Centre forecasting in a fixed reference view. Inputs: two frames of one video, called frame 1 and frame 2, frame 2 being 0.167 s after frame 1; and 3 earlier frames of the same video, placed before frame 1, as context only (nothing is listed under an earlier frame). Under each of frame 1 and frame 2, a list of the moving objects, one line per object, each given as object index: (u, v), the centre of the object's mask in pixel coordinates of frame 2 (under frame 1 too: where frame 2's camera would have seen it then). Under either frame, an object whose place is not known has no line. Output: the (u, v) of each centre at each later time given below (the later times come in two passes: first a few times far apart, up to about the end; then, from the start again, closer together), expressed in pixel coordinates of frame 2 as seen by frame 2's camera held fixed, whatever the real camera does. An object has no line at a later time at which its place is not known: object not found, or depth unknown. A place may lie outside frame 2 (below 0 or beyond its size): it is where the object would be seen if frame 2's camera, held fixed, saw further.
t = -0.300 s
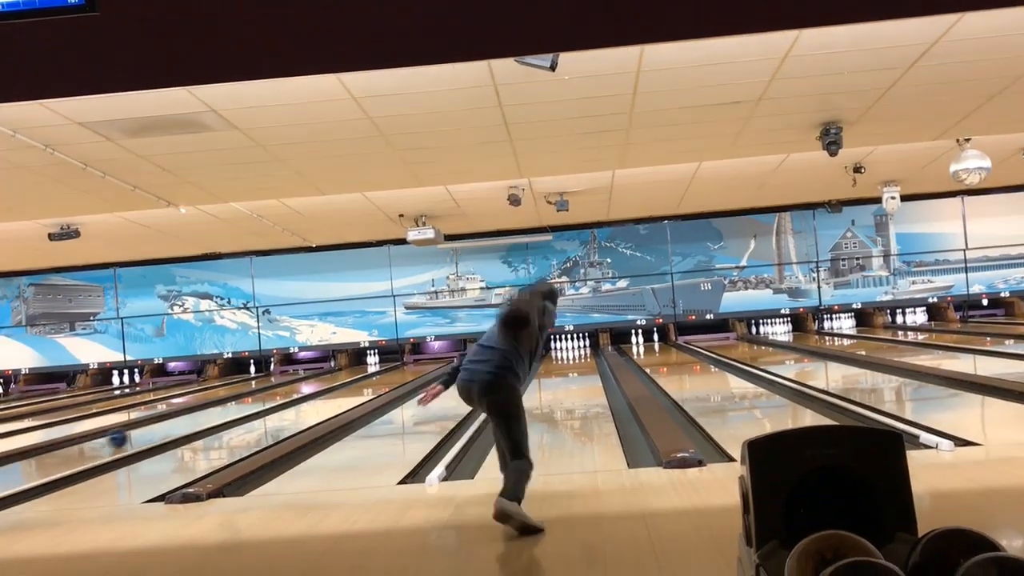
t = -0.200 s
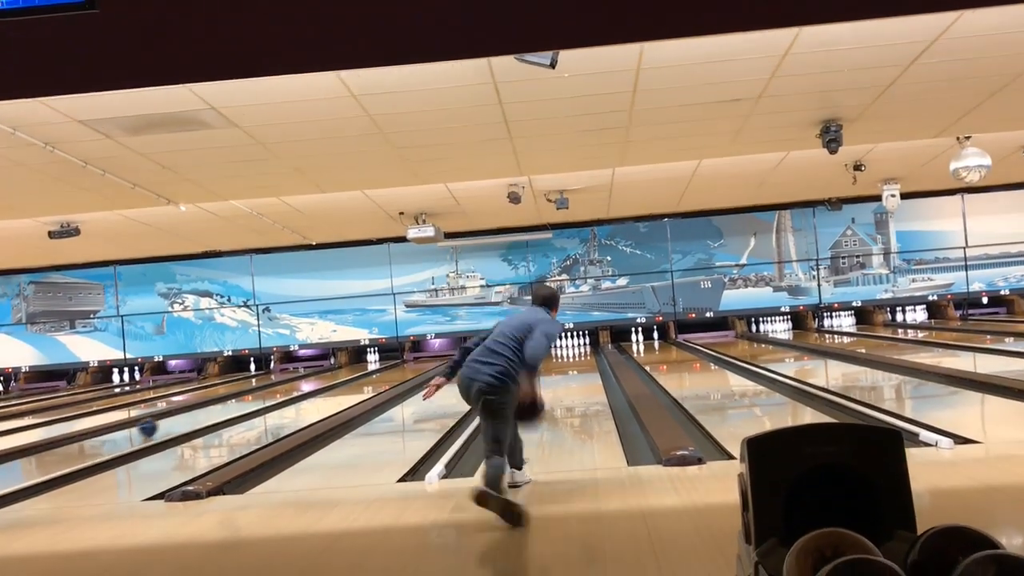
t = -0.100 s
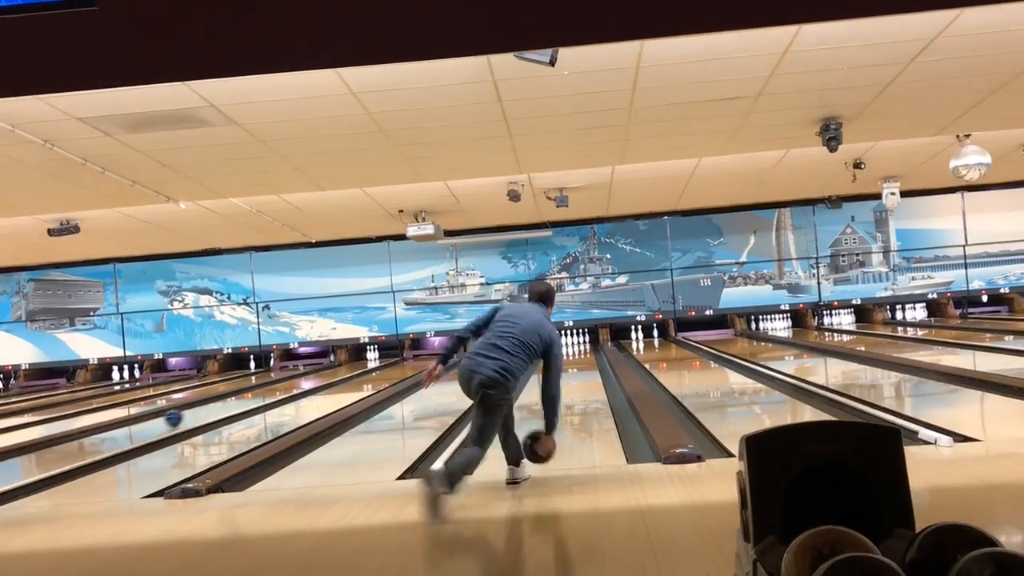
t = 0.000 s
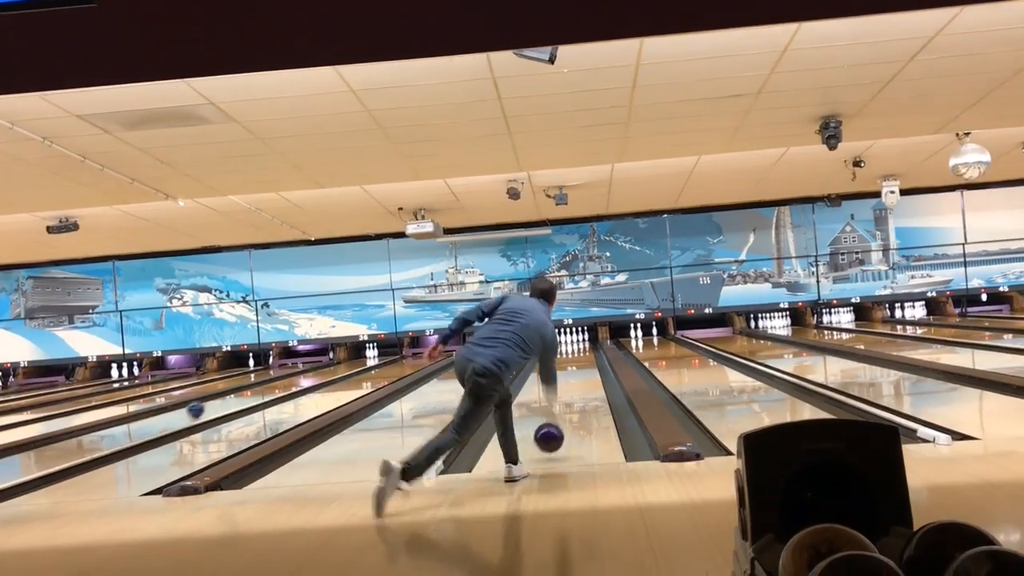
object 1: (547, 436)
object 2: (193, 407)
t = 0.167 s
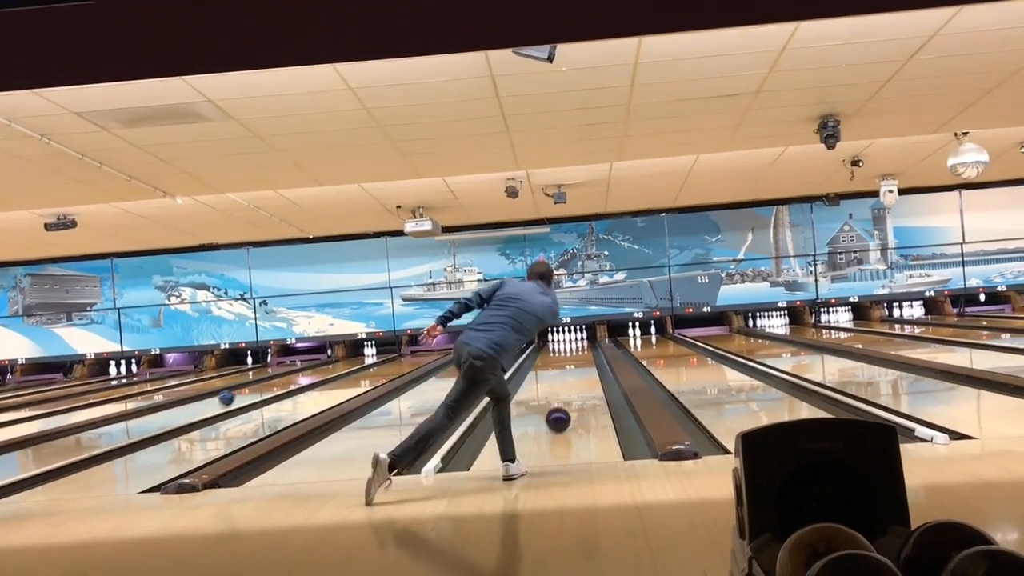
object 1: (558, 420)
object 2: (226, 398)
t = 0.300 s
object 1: (564, 405)
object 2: (248, 392)
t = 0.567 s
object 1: (572, 385)
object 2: (285, 381)
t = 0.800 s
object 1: (576, 372)
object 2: (309, 374)
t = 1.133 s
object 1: (581, 359)
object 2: (336, 366)
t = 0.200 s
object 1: (560, 416)
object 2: (232, 396)
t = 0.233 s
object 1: (561, 412)
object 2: (238, 395)
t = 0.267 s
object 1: (562, 408)
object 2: (243, 393)
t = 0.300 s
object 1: (564, 405)
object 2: (248, 392)
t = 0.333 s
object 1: (565, 402)
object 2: (253, 391)
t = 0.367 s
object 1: (566, 399)
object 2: (258, 390)
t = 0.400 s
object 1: (567, 396)
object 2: (263, 388)
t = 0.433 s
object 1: (568, 393)
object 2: (267, 386)
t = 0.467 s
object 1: (569, 391)
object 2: (272, 385)
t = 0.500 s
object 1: (570, 389)
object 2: (276, 384)
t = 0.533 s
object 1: (571, 387)
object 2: (281, 383)
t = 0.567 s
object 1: (572, 385)
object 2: (285, 381)
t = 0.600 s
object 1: (573, 382)
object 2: (288, 380)
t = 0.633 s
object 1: (574, 380)
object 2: (292, 379)
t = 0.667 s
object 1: (574, 379)
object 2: (295, 378)
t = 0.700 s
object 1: (575, 377)
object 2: (299, 377)
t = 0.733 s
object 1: (575, 375)
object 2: (302, 376)
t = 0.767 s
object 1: (576, 374)
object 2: (306, 375)
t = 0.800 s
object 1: (576, 372)
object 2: (309, 374)
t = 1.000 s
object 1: (579, 364)
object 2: (326, 368)
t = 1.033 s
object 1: (579, 363)
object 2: (328, 368)
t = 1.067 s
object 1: (580, 362)
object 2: (331, 367)
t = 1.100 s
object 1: (580, 361)
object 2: (333, 366)
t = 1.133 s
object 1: (581, 359)
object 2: (336, 366)
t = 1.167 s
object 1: (581, 358)
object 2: (337, 365)
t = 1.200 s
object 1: (581, 358)
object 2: (339, 365)
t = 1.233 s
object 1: (581, 356)
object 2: (341, 364)
